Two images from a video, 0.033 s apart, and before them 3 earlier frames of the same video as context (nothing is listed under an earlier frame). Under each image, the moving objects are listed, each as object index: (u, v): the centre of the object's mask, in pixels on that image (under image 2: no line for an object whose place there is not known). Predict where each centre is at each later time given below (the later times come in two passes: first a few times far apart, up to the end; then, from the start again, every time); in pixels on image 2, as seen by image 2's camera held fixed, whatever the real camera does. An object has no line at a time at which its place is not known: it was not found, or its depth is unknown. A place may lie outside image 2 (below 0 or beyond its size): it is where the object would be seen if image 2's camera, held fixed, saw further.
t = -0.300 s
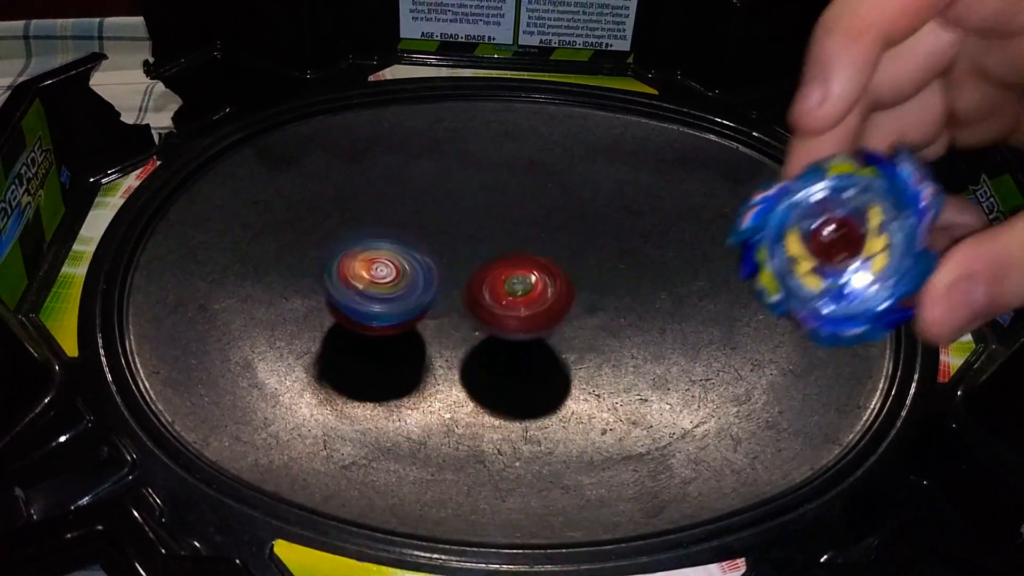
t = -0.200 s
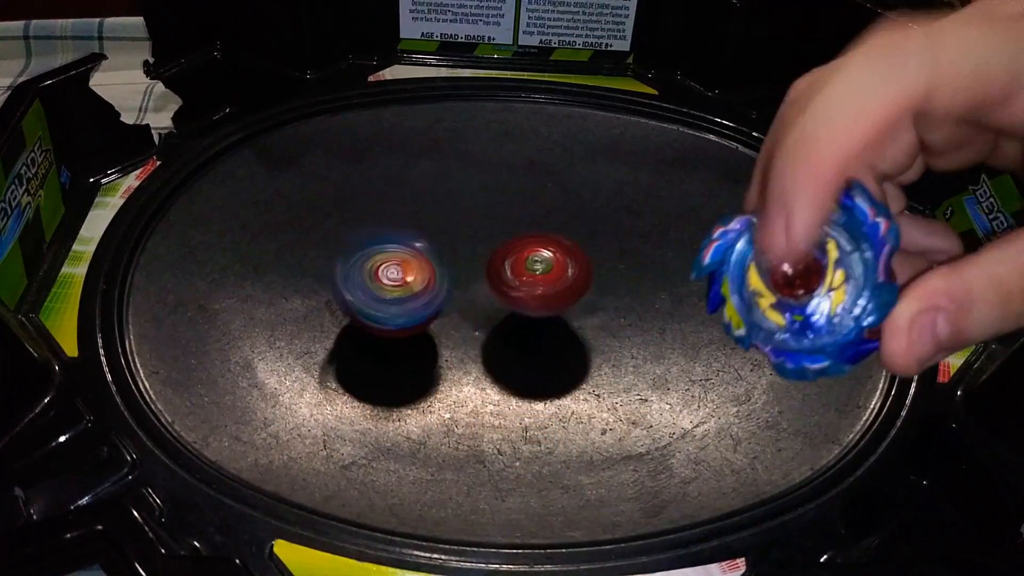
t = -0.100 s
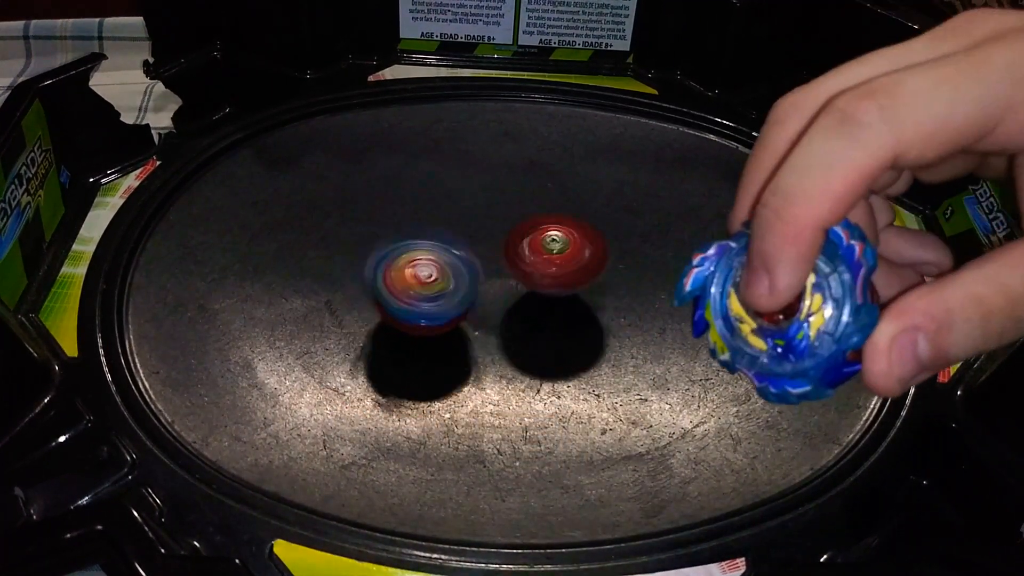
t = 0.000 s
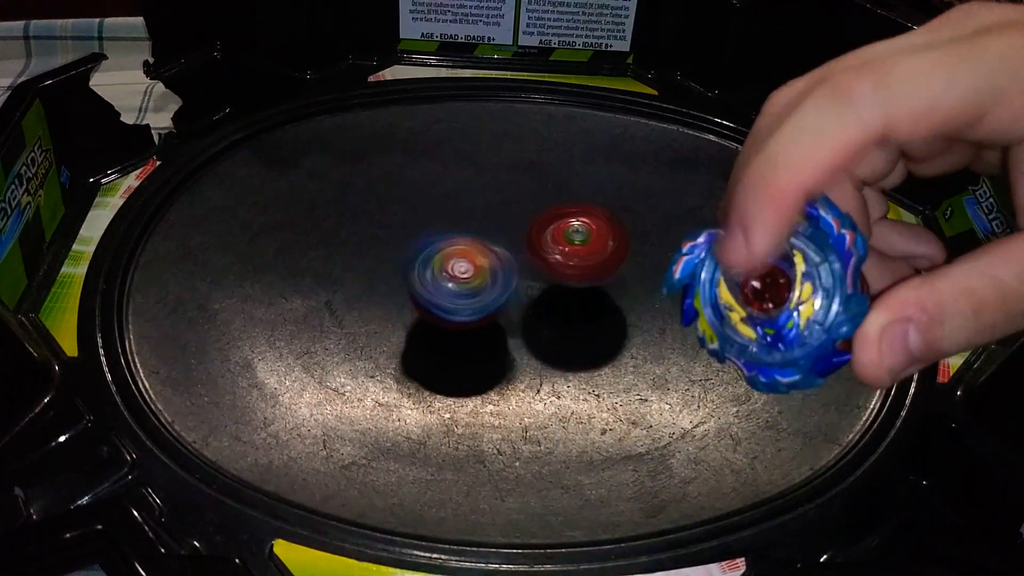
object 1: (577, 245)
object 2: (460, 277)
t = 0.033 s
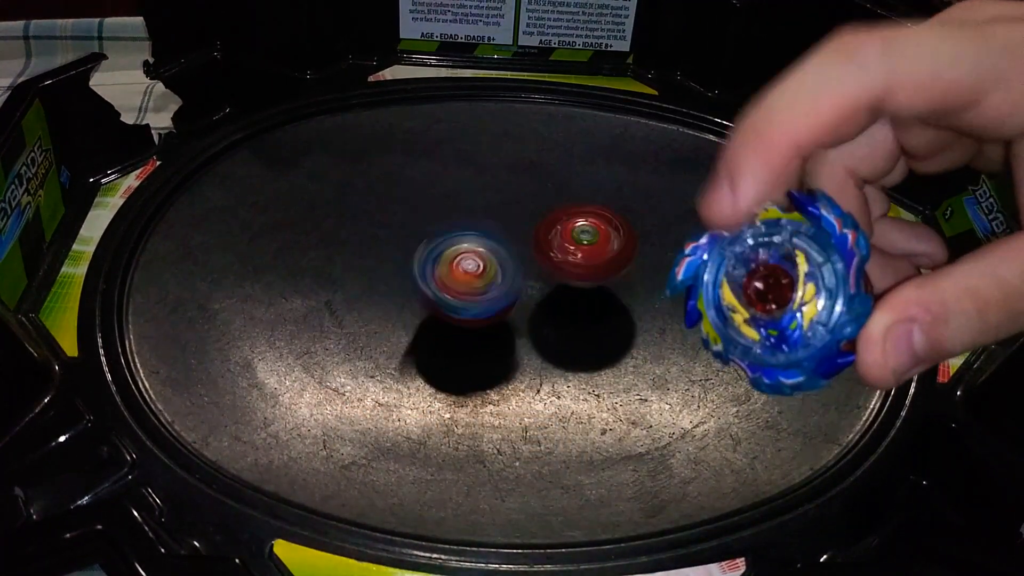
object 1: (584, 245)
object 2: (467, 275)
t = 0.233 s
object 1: (620, 268)
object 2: (488, 271)
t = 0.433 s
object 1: (590, 304)
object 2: (450, 294)
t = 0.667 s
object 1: (603, 310)
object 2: (319, 307)
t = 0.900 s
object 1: (548, 289)
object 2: (269, 283)
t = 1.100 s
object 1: (515, 270)
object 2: (331, 271)
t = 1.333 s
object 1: (530, 263)
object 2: (389, 261)
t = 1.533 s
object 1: (574, 278)
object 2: (435, 279)
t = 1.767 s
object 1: (617, 317)
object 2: (453, 281)
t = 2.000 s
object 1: (606, 338)
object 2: (449, 299)
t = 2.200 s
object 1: (574, 325)
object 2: (432, 303)
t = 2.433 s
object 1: (549, 291)
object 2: (403, 293)
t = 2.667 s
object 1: (545, 259)
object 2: (426, 281)
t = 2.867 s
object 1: (564, 255)
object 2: (427, 287)
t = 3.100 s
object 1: (575, 283)
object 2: (447, 288)
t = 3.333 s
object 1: (598, 314)
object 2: (436, 294)
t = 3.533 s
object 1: (561, 328)
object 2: (451, 293)
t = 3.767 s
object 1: (575, 323)
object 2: (386, 264)
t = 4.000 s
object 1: (517, 314)
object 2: (406, 260)
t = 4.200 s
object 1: (515, 327)
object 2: (420, 270)
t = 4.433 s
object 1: (523, 351)
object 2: (424, 303)
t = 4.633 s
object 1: (525, 374)
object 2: (416, 318)
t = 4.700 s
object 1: (525, 372)
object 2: (415, 313)
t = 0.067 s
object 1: (590, 247)
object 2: (480, 270)
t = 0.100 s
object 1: (595, 251)
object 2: (488, 268)
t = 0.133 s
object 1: (605, 255)
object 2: (493, 265)
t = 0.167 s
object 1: (613, 258)
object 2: (489, 266)
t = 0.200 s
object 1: (617, 262)
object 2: (488, 268)
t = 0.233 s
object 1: (620, 268)
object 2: (488, 271)
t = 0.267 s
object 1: (618, 276)
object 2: (484, 273)
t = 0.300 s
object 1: (612, 284)
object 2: (480, 274)
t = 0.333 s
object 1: (605, 292)
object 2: (477, 280)
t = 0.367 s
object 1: (595, 297)
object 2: (474, 283)
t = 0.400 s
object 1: (586, 301)
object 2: (469, 290)
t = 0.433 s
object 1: (590, 304)
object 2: (450, 294)
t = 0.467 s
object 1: (602, 305)
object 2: (419, 302)
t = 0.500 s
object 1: (609, 307)
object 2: (399, 306)
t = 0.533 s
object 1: (612, 308)
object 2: (377, 309)
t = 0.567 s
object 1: (613, 308)
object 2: (363, 308)
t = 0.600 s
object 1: (612, 308)
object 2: (348, 311)
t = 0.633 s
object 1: (609, 309)
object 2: (335, 308)
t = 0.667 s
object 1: (603, 310)
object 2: (319, 307)
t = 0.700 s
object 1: (598, 308)
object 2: (306, 303)
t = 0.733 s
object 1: (589, 307)
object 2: (296, 298)
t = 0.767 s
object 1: (581, 304)
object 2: (285, 295)
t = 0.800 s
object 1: (573, 302)
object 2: (276, 288)
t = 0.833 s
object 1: (564, 298)
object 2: (272, 289)
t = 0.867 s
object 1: (555, 294)
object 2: (271, 283)
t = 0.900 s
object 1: (548, 289)
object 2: (269, 283)
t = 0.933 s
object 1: (543, 286)
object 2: (274, 281)
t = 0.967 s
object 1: (538, 280)
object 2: (284, 279)
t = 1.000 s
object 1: (533, 276)
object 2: (290, 278)
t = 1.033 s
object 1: (527, 273)
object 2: (304, 274)
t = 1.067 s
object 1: (521, 271)
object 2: (317, 272)
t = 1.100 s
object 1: (515, 270)
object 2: (331, 271)
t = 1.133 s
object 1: (508, 267)
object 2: (349, 269)
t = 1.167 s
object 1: (505, 267)
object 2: (365, 268)
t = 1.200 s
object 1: (499, 265)
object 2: (380, 267)
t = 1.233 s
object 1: (506, 264)
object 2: (384, 259)
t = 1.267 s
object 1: (515, 264)
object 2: (385, 264)
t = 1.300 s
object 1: (523, 263)
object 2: (384, 265)
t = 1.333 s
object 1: (530, 263)
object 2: (389, 261)
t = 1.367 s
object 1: (539, 264)
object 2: (394, 266)
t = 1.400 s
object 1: (546, 266)
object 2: (398, 267)
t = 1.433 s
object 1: (552, 267)
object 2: (403, 269)
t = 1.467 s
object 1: (561, 271)
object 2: (414, 272)
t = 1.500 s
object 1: (568, 273)
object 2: (423, 274)
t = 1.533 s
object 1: (574, 278)
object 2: (435, 279)
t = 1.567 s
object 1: (579, 283)
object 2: (449, 280)
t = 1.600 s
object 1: (580, 289)
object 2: (462, 282)
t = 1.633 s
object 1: (584, 296)
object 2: (469, 281)
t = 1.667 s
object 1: (596, 303)
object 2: (467, 280)
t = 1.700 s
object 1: (606, 307)
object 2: (461, 277)
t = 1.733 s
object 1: (611, 312)
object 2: (458, 279)
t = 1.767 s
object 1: (617, 317)
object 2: (453, 281)
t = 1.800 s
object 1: (622, 321)
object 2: (450, 284)
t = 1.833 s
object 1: (627, 325)
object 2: (450, 287)
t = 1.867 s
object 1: (627, 329)
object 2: (446, 286)
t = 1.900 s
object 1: (624, 334)
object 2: (446, 291)
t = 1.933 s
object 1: (622, 336)
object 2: (446, 291)
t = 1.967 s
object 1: (615, 338)
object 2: (447, 296)
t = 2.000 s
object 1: (606, 338)
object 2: (449, 299)
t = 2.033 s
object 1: (596, 337)
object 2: (449, 301)
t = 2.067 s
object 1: (587, 335)
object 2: (450, 304)
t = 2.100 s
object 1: (575, 331)
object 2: (458, 308)
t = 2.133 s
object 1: (576, 331)
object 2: (449, 304)
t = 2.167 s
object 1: (577, 329)
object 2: (443, 306)
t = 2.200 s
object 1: (574, 325)
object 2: (432, 303)
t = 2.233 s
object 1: (569, 319)
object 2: (425, 302)
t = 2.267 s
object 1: (566, 316)
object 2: (415, 302)
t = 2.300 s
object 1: (563, 311)
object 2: (410, 298)
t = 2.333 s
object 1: (558, 305)
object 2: (408, 298)
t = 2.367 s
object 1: (554, 300)
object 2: (403, 292)
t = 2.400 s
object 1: (550, 295)
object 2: (405, 293)
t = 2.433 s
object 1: (549, 291)
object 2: (403, 293)
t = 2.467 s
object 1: (547, 286)
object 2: (407, 289)
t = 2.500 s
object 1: (544, 280)
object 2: (407, 289)
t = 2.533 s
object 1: (543, 275)
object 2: (410, 285)
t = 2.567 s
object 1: (538, 271)
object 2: (418, 285)
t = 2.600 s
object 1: (537, 269)
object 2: (424, 283)
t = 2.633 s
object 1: (540, 264)
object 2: (426, 280)
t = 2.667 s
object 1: (545, 259)
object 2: (426, 281)
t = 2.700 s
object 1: (548, 256)
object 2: (421, 281)
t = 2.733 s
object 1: (550, 254)
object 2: (420, 284)
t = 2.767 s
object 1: (553, 253)
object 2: (420, 282)
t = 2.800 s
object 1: (557, 252)
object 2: (420, 284)
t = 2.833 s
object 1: (560, 252)
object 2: (421, 285)
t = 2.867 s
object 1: (564, 255)
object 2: (427, 287)
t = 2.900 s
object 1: (566, 259)
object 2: (432, 289)
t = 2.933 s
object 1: (566, 264)
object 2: (438, 290)
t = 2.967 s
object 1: (565, 268)
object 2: (447, 290)
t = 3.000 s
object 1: (565, 272)
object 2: (449, 289)
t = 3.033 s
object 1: (565, 276)
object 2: (451, 289)
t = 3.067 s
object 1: (570, 280)
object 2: (450, 288)
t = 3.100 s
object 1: (575, 283)
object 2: (447, 288)
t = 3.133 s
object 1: (580, 287)
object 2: (446, 291)
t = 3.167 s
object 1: (585, 291)
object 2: (440, 289)
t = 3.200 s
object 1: (591, 296)
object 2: (440, 290)
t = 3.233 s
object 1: (595, 300)
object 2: (435, 290)
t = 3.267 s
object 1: (596, 304)
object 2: (436, 291)
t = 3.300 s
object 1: (598, 309)
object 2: (434, 293)
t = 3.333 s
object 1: (598, 314)
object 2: (436, 294)
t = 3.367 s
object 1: (594, 318)
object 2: (436, 295)
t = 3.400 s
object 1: (590, 321)
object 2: (441, 295)
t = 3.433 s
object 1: (584, 324)
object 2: (441, 294)
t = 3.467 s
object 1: (574, 326)
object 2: (444, 294)
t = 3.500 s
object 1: (567, 326)
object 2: (450, 295)
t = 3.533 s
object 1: (561, 328)
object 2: (451, 293)
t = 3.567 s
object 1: (559, 328)
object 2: (452, 293)
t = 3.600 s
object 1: (572, 327)
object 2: (433, 286)
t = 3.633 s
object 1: (584, 328)
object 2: (420, 281)
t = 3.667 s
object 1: (589, 327)
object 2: (406, 278)
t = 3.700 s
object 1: (589, 325)
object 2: (396, 274)
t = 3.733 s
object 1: (584, 324)
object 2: (388, 267)
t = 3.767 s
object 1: (575, 323)
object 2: (386, 264)
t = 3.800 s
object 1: (568, 324)
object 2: (388, 263)
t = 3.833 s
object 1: (562, 324)
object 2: (390, 261)
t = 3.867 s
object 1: (556, 324)
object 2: (386, 259)
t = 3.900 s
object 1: (547, 323)
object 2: (390, 256)
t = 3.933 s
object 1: (539, 318)
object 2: (394, 256)
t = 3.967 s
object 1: (530, 316)
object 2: (399, 256)
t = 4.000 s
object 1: (517, 314)
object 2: (406, 260)
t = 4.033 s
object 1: (511, 311)
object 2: (408, 262)
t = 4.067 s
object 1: (513, 315)
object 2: (405, 256)
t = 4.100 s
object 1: (515, 319)
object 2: (409, 254)
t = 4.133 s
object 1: (517, 322)
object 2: (417, 255)
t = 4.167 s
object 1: (515, 324)
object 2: (420, 265)
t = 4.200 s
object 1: (515, 327)
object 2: (420, 270)
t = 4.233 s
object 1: (513, 330)
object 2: (416, 276)
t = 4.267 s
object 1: (512, 333)
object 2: (417, 277)
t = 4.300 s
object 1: (514, 336)
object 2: (419, 282)
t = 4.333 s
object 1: (515, 340)
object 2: (419, 286)
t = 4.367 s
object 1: (518, 344)
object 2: (423, 292)
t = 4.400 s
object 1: (520, 347)
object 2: (424, 296)
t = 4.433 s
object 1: (523, 351)
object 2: (424, 303)
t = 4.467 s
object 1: (528, 357)
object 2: (420, 308)
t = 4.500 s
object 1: (529, 362)
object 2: (417, 308)
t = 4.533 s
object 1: (529, 368)
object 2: (414, 311)
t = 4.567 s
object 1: (527, 371)
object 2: (418, 313)
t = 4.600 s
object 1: (525, 373)
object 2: (416, 315)
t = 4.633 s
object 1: (525, 374)
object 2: (416, 318)
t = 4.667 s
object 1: (524, 373)
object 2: (412, 315)
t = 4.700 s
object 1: (525, 372)
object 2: (415, 313)
